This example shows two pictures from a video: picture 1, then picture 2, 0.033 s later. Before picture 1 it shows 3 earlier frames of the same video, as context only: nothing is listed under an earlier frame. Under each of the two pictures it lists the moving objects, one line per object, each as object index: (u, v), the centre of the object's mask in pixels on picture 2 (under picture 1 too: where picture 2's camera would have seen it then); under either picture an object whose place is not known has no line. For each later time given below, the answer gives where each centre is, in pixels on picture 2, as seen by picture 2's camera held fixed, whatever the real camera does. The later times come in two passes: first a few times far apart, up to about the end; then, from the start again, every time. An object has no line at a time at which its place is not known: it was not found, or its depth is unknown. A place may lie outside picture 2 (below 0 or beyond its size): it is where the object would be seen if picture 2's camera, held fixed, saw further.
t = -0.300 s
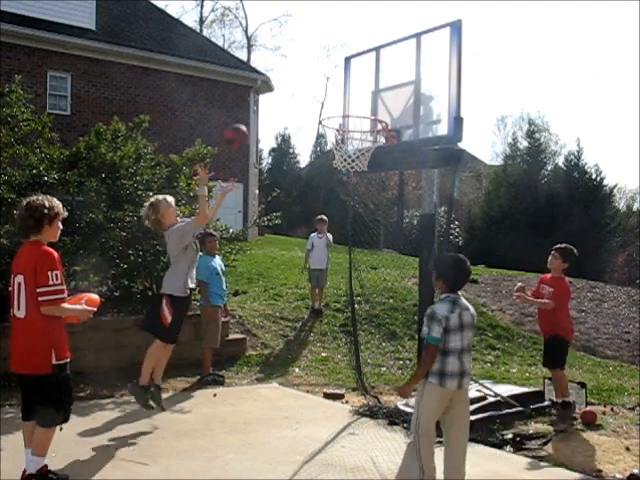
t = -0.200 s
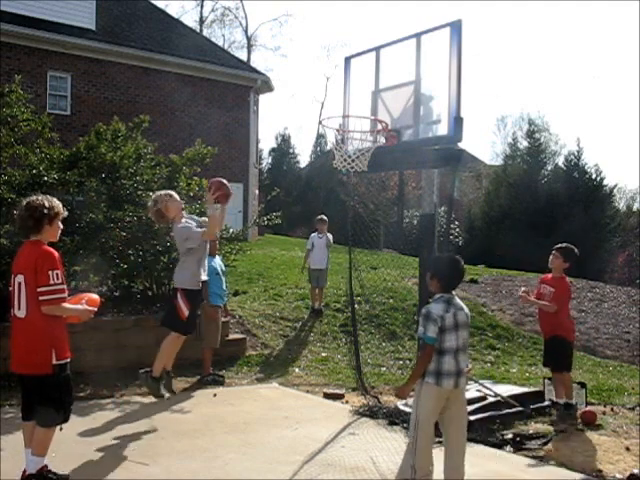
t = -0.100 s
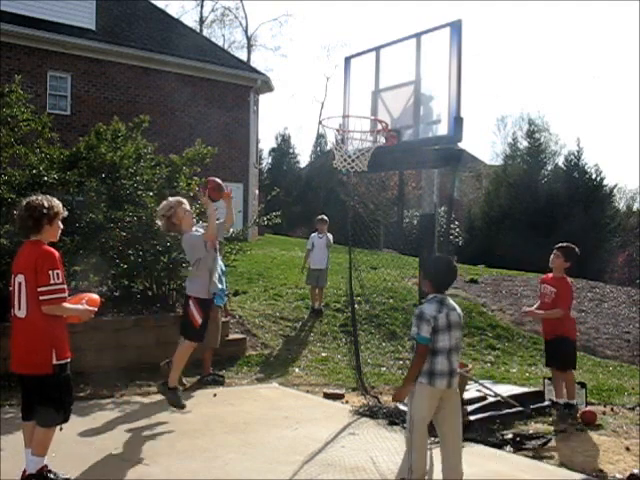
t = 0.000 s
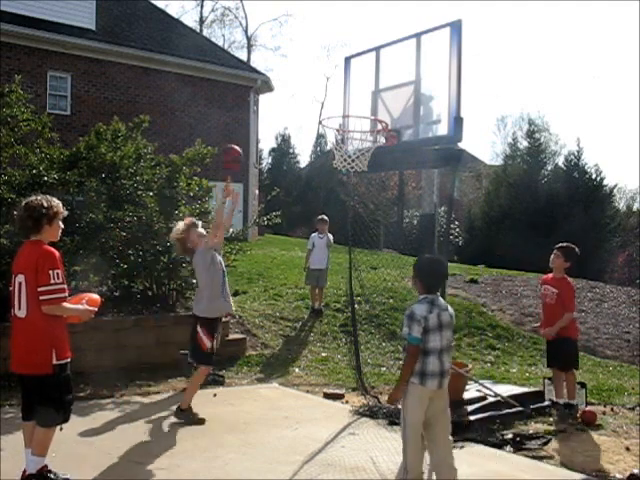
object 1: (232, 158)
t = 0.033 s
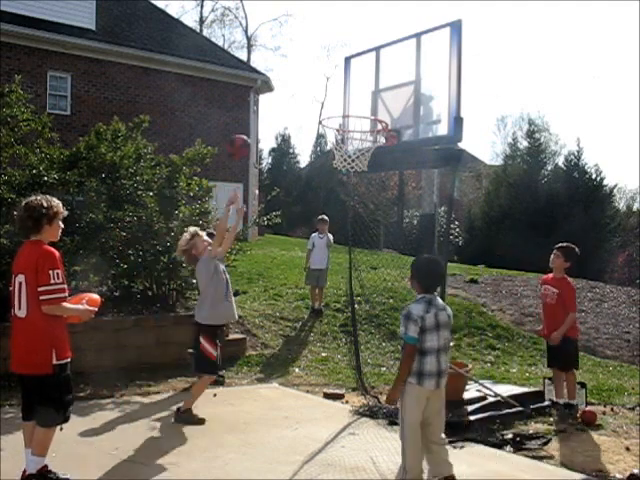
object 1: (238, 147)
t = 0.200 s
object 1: (281, 122)
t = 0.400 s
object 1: (301, 143)
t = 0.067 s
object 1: (247, 139)
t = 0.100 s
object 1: (256, 133)
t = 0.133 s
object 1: (264, 128)
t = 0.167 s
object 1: (273, 124)
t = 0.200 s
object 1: (281, 122)
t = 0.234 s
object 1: (290, 121)
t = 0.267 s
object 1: (298, 122)
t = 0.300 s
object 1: (306, 124)
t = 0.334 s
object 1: (310, 128)
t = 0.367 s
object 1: (306, 135)
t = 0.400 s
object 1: (301, 143)
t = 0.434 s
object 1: (297, 154)
